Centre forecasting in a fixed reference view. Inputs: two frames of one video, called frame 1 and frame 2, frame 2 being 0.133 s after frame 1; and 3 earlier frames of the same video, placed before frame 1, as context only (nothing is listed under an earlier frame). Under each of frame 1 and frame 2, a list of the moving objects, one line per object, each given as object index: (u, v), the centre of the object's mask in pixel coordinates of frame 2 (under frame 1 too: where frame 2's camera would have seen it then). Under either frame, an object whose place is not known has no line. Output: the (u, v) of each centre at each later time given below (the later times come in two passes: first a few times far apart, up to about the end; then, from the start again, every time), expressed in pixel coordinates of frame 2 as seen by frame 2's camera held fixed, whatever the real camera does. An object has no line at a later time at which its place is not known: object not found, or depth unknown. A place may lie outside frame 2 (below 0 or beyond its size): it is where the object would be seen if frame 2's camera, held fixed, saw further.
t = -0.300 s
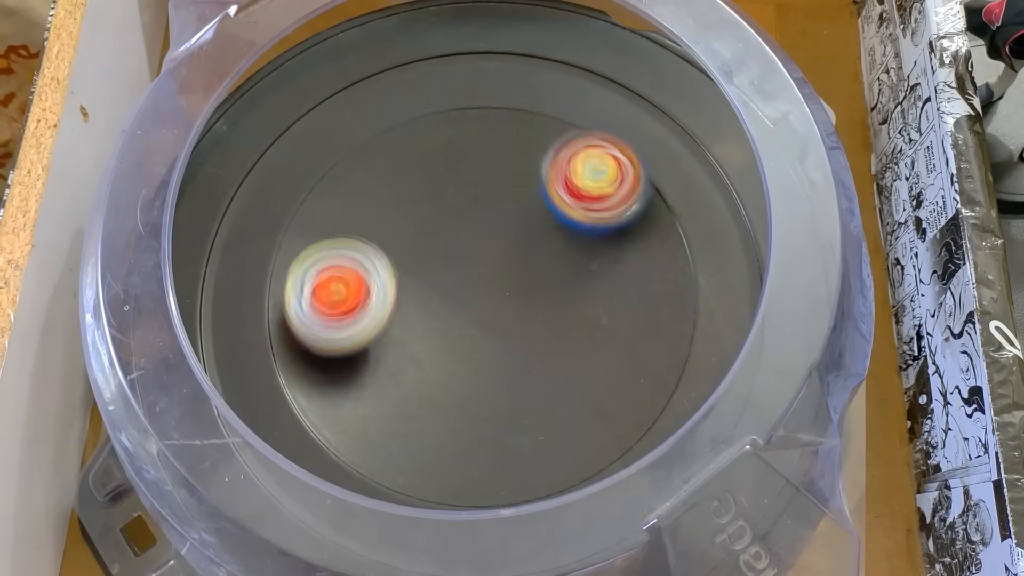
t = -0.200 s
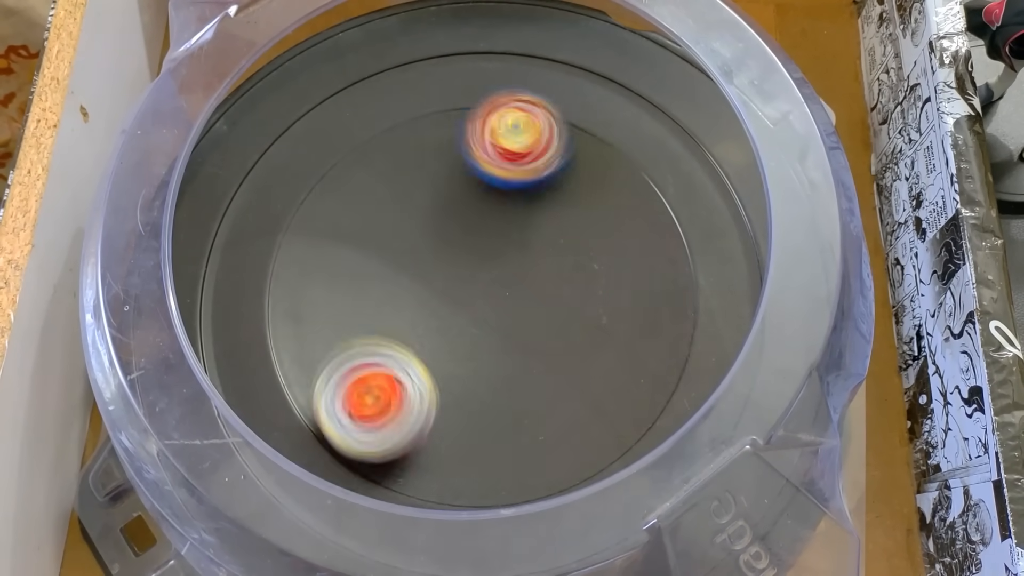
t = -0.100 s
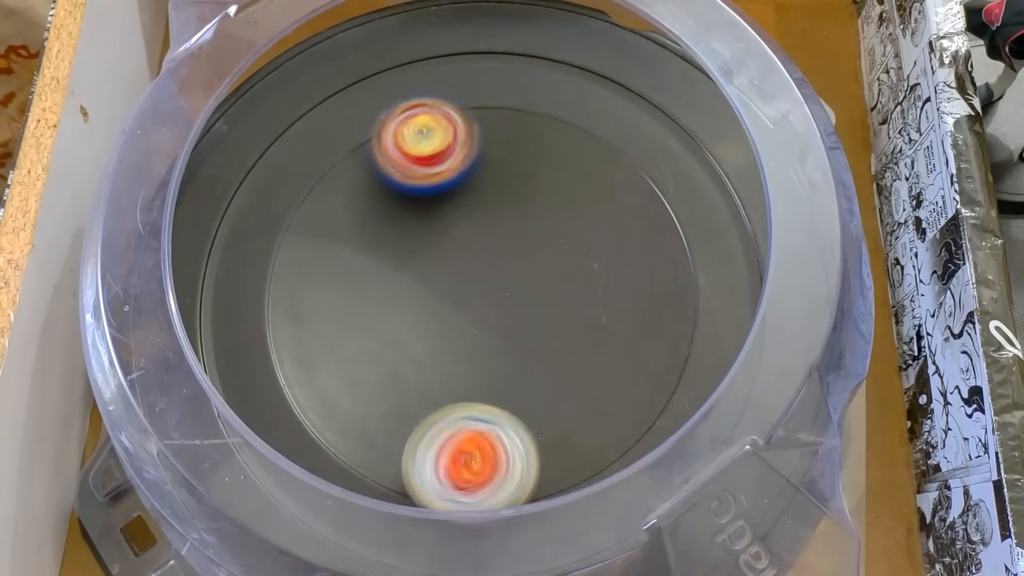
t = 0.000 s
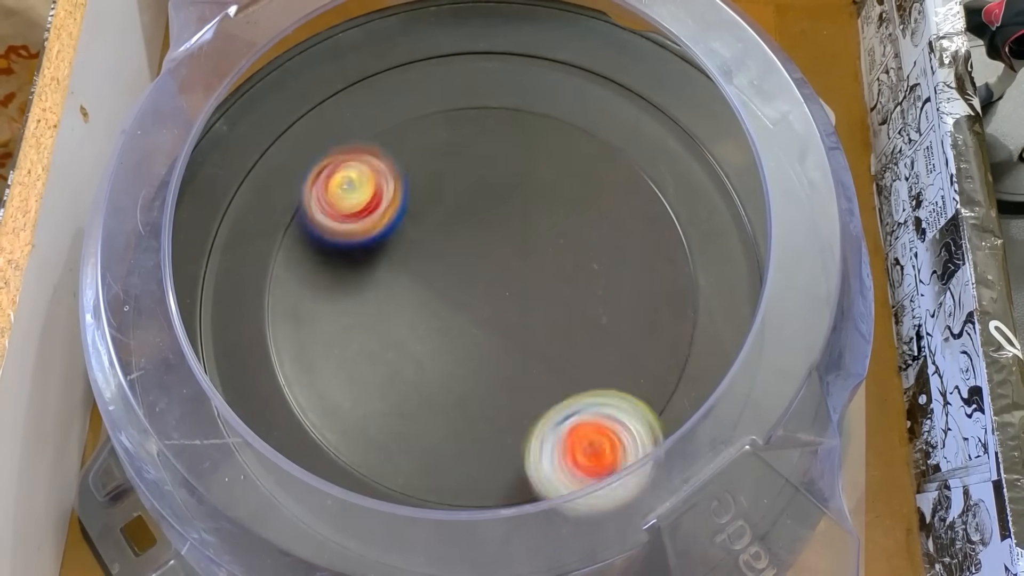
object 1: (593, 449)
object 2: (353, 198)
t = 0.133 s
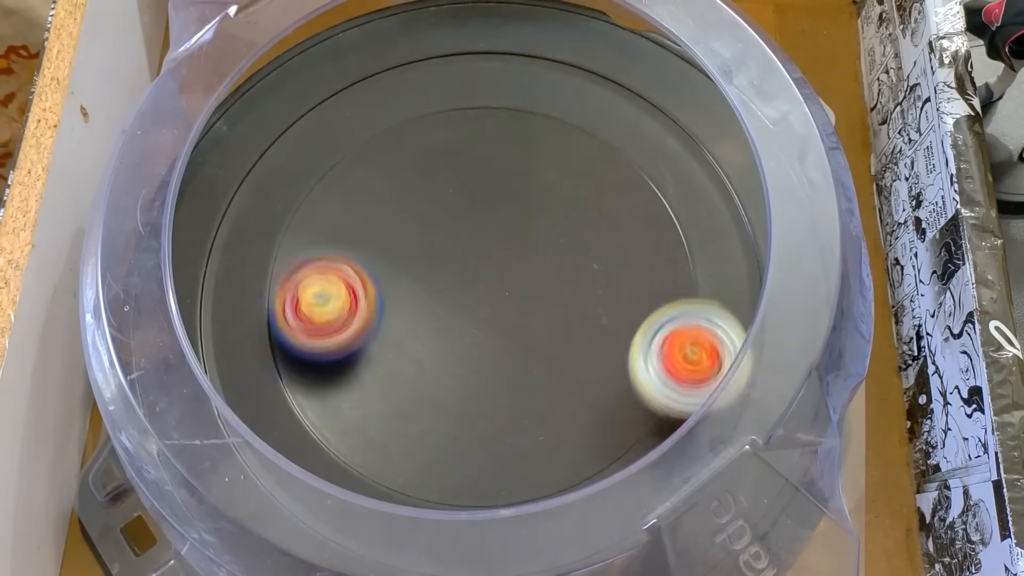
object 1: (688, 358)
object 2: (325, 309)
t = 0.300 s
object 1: (663, 244)
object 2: (424, 420)
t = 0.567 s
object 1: (398, 181)
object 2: (609, 324)
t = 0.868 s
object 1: (331, 432)
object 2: (465, 181)
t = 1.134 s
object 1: (415, 517)
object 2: (367, 320)
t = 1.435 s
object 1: (541, 477)
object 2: (517, 313)
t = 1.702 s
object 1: (612, 241)
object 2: (474, 197)
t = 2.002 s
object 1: (363, 158)
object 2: (383, 303)
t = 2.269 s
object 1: (341, 365)
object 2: (536, 346)
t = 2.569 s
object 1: (615, 311)
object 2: (548, 210)
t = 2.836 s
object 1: (529, 117)
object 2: (415, 268)
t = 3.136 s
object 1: (343, 269)
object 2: (493, 384)
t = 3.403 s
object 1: (517, 425)
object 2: (558, 277)
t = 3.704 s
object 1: (642, 226)
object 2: (411, 247)
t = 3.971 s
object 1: (419, 183)
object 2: (410, 359)
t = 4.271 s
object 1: (354, 404)
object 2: (547, 288)
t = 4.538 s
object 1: (580, 395)
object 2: (470, 200)
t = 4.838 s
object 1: (512, 170)
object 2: (413, 320)
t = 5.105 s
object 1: (318, 226)
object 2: (544, 343)
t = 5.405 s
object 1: (449, 398)
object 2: (527, 228)
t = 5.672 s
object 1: (607, 242)
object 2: (409, 286)
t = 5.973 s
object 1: (431, 154)
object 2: (483, 378)
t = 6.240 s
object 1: (393, 345)
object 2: (536, 268)
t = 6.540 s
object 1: (617, 339)
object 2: (413, 237)
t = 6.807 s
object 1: (537, 194)
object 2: (432, 342)
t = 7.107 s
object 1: (369, 322)
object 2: (555, 289)
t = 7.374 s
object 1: (519, 404)
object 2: (482, 217)
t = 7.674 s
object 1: (517, 207)
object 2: (428, 331)
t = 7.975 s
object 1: (337, 274)
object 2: (542, 337)
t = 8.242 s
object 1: (488, 374)
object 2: (493, 239)
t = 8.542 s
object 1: (546, 186)
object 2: (397, 297)
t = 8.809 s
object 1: (388, 219)
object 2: (492, 347)
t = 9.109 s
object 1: (509, 375)
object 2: (528, 239)
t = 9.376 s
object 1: (599, 242)
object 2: (432, 248)
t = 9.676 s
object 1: (394, 264)
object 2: (487, 355)
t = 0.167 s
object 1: (692, 336)
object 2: (333, 340)
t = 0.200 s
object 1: (694, 320)
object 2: (347, 368)
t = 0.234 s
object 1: (691, 302)
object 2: (366, 389)
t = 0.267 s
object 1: (679, 274)
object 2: (393, 407)
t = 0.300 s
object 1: (663, 244)
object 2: (424, 420)
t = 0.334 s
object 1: (641, 215)
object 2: (455, 426)
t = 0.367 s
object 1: (614, 192)
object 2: (486, 424)
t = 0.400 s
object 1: (582, 174)
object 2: (516, 418)
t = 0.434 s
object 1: (547, 164)
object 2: (543, 407)
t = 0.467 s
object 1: (509, 158)
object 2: (568, 392)
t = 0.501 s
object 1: (471, 160)
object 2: (587, 373)
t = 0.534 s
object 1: (433, 168)
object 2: (601, 350)
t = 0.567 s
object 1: (398, 181)
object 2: (609, 324)
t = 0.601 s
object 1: (367, 198)
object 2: (614, 298)
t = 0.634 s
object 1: (340, 222)
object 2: (612, 272)
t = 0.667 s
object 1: (317, 248)
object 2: (603, 246)
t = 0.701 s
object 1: (301, 279)
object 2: (588, 222)
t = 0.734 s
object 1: (290, 311)
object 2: (569, 202)
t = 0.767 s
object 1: (286, 345)
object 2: (547, 189)
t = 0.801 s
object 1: (291, 380)
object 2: (522, 181)
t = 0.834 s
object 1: (307, 408)
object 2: (494, 179)
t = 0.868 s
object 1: (331, 432)
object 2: (465, 181)
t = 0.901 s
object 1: (345, 467)
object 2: (441, 188)
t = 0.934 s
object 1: (359, 487)
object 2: (418, 199)
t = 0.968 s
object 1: (371, 501)
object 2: (399, 215)
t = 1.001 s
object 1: (382, 511)
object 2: (385, 234)
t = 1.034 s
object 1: (391, 515)
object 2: (374, 254)
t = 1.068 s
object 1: (399, 517)
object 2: (366, 276)
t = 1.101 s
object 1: (408, 518)
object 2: (364, 298)
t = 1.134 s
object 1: (415, 517)
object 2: (367, 320)
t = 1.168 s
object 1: (422, 514)
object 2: (373, 343)
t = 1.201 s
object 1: (430, 509)
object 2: (385, 362)
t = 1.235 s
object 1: (438, 502)
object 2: (400, 378)
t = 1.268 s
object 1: (446, 493)
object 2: (418, 388)
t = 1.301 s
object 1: (458, 486)
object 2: (439, 390)
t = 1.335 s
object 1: (476, 490)
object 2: (460, 374)
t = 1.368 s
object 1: (498, 493)
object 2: (481, 353)
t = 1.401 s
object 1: (520, 489)
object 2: (503, 333)
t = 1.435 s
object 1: (541, 477)
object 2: (517, 313)
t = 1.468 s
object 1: (567, 462)
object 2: (526, 292)
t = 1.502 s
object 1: (592, 438)
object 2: (530, 272)
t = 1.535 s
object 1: (614, 410)
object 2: (528, 254)
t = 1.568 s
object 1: (630, 378)
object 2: (522, 237)
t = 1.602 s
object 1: (637, 342)
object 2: (513, 223)
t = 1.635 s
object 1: (636, 308)
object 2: (502, 211)
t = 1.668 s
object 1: (628, 273)
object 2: (488, 202)
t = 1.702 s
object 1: (612, 241)
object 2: (474, 197)
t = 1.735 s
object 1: (592, 215)
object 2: (459, 193)
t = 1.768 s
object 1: (566, 191)
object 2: (442, 194)
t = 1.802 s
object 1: (537, 174)
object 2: (426, 198)
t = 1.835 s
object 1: (510, 159)
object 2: (408, 209)
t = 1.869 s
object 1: (484, 149)
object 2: (391, 224)
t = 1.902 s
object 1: (454, 143)
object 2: (381, 242)
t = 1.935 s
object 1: (424, 142)
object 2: (377, 261)
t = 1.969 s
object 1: (392, 147)
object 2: (377, 283)
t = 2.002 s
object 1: (363, 158)
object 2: (383, 303)
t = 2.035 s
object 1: (337, 174)
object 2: (393, 321)
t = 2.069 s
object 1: (317, 197)
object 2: (409, 337)
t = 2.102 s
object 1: (303, 222)
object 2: (428, 350)
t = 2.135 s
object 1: (295, 249)
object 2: (449, 358)
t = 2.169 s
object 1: (295, 280)
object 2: (473, 361)
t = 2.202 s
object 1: (302, 311)
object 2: (496, 360)
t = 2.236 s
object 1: (318, 339)
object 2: (517, 355)
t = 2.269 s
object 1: (341, 365)
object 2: (536, 346)
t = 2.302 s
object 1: (370, 385)
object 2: (553, 334)
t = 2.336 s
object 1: (403, 400)
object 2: (565, 319)
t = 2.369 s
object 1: (438, 407)
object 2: (575, 304)
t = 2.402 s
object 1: (476, 406)
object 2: (581, 287)
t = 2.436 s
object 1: (511, 399)
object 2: (583, 270)
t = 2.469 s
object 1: (544, 384)
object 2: (579, 253)
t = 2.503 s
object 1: (572, 365)
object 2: (573, 237)
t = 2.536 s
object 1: (597, 339)
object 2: (563, 222)
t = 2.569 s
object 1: (615, 311)
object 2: (548, 210)
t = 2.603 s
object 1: (626, 279)
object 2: (530, 204)
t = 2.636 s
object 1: (629, 248)
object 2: (511, 202)
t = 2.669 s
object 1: (626, 218)
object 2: (490, 204)
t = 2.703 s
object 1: (619, 190)
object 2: (470, 210)
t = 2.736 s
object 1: (605, 164)
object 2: (453, 220)
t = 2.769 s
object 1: (584, 142)
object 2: (436, 234)
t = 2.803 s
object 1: (558, 127)
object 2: (423, 251)
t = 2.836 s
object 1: (529, 117)
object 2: (415, 268)
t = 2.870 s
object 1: (501, 112)
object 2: (410, 286)
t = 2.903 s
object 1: (471, 114)
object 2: (409, 306)
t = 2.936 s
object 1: (441, 123)
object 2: (412, 323)
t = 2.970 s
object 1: (413, 139)
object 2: (418, 340)
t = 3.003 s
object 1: (390, 157)
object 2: (429, 355)
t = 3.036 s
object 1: (369, 181)
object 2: (442, 367)
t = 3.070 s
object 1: (354, 210)
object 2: (457, 376)
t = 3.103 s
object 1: (346, 239)
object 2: (474, 383)
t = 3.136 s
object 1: (343, 269)
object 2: (493, 384)
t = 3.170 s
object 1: (347, 301)
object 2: (511, 383)
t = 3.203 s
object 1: (357, 333)
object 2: (529, 376)
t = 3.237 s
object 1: (373, 360)
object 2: (545, 366)
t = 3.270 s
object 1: (394, 382)
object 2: (557, 351)
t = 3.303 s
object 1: (421, 402)
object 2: (565, 333)
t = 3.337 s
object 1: (452, 415)
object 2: (567, 315)
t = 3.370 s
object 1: (482, 422)
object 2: (565, 296)
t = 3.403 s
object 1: (517, 425)
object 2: (558, 277)
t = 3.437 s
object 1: (552, 420)
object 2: (548, 261)
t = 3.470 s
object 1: (582, 408)
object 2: (533, 248)
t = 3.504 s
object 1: (610, 391)
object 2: (516, 238)
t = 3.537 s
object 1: (634, 368)
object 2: (499, 231)
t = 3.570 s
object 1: (650, 341)
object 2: (480, 227)
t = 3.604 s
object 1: (659, 312)
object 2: (461, 228)
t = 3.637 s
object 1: (662, 283)
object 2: (443, 231)
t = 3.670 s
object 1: (656, 253)
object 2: (426, 237)
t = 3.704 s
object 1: (642, 226)
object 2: (411, 247)
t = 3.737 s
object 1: (624, 203)
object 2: (399, 258)
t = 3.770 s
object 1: (600, 183)
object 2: (389, 271)
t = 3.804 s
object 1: (571, 170)
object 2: (382, 286)
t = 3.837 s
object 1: (542, 164)
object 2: (379, 301)
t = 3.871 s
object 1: (510, 160)
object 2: (380, 317)
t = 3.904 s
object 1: (478, 163)
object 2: (386, 334)
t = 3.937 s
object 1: (448, 171)
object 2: (395, 348)
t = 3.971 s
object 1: (419, 183)
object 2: (410, 359)
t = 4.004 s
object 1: (391, 200)
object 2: (428, 366)
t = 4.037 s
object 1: (371, 220)
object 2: (448, 369)
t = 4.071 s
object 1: (351, 243)
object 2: (469, 367)
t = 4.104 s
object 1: (338, 270)
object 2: (490, 361)
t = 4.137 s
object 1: (330, 297)
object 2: (508, 352)
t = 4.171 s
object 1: (327, 324)
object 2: (524, 338)
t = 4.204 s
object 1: (330, 354)
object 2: (535, 322)
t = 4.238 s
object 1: (339, 380)
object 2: (543, 305)
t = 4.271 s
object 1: (354, 404)
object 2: (547, 288)
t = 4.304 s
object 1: (378, 425)
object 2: (547, 270)
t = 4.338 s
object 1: (403, 441)
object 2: (544, 254)
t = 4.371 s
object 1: (434, 451)
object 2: (537, 239)
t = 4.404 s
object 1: (464, 452)
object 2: (527, 226)
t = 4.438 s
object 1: (498, 449)
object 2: (516, 215)
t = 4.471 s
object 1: (530, 437)
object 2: (502, 207)
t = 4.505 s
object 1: (557, 419)
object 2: (486, 202)
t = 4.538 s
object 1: (580, 395)
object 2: (470, 200)
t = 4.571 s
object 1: (596, 367)
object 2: (453, 203)
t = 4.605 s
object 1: (605, 337)
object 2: (436, 209)
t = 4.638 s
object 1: (609, 306)
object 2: (422, 219)
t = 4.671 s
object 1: (604, 277)
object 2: (411, 232)
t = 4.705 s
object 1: (595, 248)
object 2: (403, 249)
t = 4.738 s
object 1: (580, 222)
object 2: (399, 267)
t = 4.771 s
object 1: (560, 201)
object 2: (400, 285)
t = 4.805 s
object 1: (538, 182)
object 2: (405, 303)
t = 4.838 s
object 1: (512, 170)
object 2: (413, 320)
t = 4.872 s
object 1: (485, 161)
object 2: (425, 335)
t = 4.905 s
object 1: (456, 157)
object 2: (442, 347)
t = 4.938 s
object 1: (429, 158)
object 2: (459, 355)
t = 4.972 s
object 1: (402, 163)
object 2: (476, 360)
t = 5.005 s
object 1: (375, 172)
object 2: (495, 361)
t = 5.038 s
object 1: (353, 186)
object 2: (513, 358)
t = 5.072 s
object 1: (333, 205)
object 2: (530, 352)
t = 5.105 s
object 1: (318, 226)
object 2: (544, 343)
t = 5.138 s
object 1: (309, 250)
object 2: (557, 331)
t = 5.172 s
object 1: (306, 277)
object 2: (565, 319)
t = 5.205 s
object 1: (310, 304)
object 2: (572, 304)
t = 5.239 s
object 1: (321, 331)
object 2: (574, 288)
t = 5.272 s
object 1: (336, 354)
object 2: (573, 273)
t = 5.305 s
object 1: (361, 374)
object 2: (567, 258)
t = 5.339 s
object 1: (388, 387)
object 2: (557, 245)
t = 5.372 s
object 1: (419, 396)
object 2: (543, 235)
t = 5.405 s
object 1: (449, 398)
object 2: (527, 228)
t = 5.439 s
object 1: (484, 395)
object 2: (509, 224)
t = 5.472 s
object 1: (514, 385)
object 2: (489, 224)
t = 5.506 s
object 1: (544, 371)
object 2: (471, 227)
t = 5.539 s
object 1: (567, 349)
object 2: (454, 235)
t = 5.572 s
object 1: (586, 326)
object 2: (438, 245)
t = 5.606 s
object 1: (600, 298)
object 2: (424, 257)
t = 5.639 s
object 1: (607, 271)
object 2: (414, 271)
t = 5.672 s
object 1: (607, 242)
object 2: (409, 286)
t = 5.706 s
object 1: (602, 218)
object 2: (405, 302)
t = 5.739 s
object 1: (593, 193)
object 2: (405, 317)
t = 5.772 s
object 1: (577, 174)
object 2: (407, 330)
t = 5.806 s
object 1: (558, 159)
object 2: (413, 345)
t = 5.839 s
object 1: (535, 147)
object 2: (420, 358)
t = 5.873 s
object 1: (509, 139)
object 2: (431, 368)
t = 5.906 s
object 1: (481, 138)
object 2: (446, 376)
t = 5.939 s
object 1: (456, 143)
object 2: (465, 380)
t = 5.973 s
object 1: (431, 154)
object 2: (483, 378)
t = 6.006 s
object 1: (408, 168)
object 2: (501, 373)
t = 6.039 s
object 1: (390, 188)
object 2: (518, 364)
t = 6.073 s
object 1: (377, 212)
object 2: (529, 350)
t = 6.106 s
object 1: (369, 238)
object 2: (538, 335)
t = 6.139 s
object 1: (366, 265)
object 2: (543, 317)
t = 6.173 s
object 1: (369, 292)
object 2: (544, 301)
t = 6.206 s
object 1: (378, 319)
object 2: (542, 284)
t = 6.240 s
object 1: (393, 345)
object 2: (536, 268)
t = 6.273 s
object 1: (412, 365)
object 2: (528, 254)
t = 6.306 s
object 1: (437, 380)
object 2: (516, 241)
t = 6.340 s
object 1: (464, 392)
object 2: (503, 232)
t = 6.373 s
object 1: (493, 397)
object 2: (488, 225)
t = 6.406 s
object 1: (524, 397)
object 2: (471, 221)
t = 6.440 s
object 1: (552, 390)
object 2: (455, 222)
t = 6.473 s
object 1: (579, 378)
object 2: (441, 225)
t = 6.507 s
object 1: (599, 361)
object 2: (426, 229)
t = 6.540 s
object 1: (617, 339)
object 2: (413, 237)
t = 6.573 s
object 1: (627, 316)
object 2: (402, 246)
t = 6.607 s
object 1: (631, 291)
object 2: (394, 260)
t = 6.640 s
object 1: (628, 267)
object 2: (390, 275)
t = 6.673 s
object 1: (618, 245)
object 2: (391, 291)
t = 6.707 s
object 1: (604, 225)
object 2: (396, 307)
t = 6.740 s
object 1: (584, 210)
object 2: (406, 322)
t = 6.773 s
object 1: (562, 199)
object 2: (417, 332)
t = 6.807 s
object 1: (537, 194)
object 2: (432, 342)
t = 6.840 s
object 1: (512, 192)
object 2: (449, 348)
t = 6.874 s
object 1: (484, 194)
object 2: (467, 352)
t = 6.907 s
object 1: (456, 202)
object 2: (486, 350)
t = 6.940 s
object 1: (431, 213)
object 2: (504, 346)
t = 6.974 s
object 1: (409, 229)
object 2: (519, 337)
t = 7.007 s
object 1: (391, 250)
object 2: (532, 327)
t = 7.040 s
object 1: (378, 273)
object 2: (542, 315)
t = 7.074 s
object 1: (371, 297)
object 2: (549, 303)
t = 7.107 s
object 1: (369, 322)
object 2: (555, 289)
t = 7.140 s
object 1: (371, 347)
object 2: (556, 273)
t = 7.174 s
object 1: (380, 369)
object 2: (555, 259)
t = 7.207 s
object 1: (397, 388)
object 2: (549, 245)
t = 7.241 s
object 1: (418, 403)
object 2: (539, 233)
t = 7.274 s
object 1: (441, 413)
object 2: (527, 225)
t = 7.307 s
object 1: (468, 417)
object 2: (514, 220)
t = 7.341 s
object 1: (494, 414)
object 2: (499, 217)
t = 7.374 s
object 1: (519, 404)
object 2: (482, 217)
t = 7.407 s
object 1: (542, 389)
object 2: (465, 223)
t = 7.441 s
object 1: (560, 369)
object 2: (450, 232)
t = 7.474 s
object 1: (573, 344)
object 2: (438, 244)
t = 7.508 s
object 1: (578, 318)
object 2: (429, 258)
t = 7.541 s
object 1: (577, 290)
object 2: (423, 271)
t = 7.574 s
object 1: (570, 265)
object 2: (419, 286)
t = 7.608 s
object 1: (557, 243)
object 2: (418, 302)
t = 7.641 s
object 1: (538, 222)
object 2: (421, 318)
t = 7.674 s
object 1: (517, 207)
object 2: (428, 331)
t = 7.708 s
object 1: (492, 197)
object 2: (437, 342)
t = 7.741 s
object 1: (466, 191)
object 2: (447, 352)
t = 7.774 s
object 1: (440, 190)
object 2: (459, 360)
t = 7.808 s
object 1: (414, 194)
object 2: (473, 366)
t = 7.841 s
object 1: (390, 203)
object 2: (490, 368)
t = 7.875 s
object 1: (371, 215)
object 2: (507, 365)
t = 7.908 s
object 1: (354, 233)
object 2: (520, 357)
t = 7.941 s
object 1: (343, 253)
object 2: (532, 348)
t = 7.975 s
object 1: (337, 274)
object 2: (542, 337)
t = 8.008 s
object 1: (338, 296)
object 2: (549, 322)
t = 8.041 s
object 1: (346, 318)
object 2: (552, 307)
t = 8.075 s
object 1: (358, 338)
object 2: (549, 291)
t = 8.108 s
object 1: (377, 357)
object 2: (542, 276)
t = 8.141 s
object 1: (401, 369)
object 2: (533, 264)
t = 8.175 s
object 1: (430, 377)
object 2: (523, 254)
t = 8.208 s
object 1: (459, 379)
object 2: (509, 245)
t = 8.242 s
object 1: (488, 374)
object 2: (493, 239)
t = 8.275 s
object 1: (514, 363)
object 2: (477, 236)
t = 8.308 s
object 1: (538, 345)
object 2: (462, 238)
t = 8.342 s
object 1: (556, 325)
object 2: (449, 240)
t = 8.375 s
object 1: (568, 301)
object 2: (435, 244)
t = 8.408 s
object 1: (575, 275)
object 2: (422, 251)
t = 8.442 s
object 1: (576, 250)
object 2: (410, 262)
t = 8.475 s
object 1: (571, 226)
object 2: (404, 274)
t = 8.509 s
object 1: (561, 203)
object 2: (400, 285)
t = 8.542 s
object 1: (546, 186)
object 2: (397, 297)
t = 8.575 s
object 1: (527, 172)
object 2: (398, 311)
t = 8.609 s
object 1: (505, 163)
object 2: (405, 325)
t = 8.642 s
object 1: (482, 159)
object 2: (415, 337)
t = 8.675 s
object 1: (460, 161)
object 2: (426, 343)
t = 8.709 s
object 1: (437, 169)
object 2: (440, 350)
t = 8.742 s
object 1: (417, 182)
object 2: (458, 354)
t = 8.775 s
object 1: (401, 199)
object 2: (476, 353)
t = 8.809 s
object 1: (388, 219)
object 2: (492, 347)
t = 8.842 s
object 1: (382, 243)
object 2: (505, 339)
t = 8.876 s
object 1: (381, 268)
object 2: (518, 330)
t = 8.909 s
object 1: (385, 292)
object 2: (529, 319)
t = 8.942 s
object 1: (396, 317)
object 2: (536, 305)
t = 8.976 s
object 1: (411, 338)
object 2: (539, 290)
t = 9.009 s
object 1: (431, 354)
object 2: (540, 277)
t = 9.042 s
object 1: (455, 367)
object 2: (539, 264)
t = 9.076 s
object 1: (482, 374)
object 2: (536, 252)
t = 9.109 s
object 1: (509, 375)
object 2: (528, 239)
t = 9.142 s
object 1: (534, 370)
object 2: (518, 230)
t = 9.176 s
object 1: (559, 361)
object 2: (507, 224)
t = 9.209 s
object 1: (579, 346)
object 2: (494, 220)
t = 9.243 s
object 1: (595, 327)
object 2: (479, 219)
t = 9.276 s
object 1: (605, 306)
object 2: (465, 221)
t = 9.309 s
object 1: (610, 285)
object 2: (453, 229)
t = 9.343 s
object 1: (608, 262)
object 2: (442, 237)
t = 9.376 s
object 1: (599, 242)
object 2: (432, 248)
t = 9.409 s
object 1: (586, 224)
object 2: (425, 262)
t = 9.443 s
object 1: (568, 210)
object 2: (422, 278)
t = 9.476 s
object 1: (545, 200)
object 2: (423, 290)
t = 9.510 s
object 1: (520, 196)
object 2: (424, 304)
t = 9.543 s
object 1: (494, 197)
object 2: (430, 318)
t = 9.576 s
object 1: (469, 202)
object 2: (440, 329)
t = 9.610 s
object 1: (446, 212)
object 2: (448, 337)
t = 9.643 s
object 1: (407, 244)
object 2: (472, 352)
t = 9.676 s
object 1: (394, 264)
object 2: (487, 355)
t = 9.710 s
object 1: (386, 287)
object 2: (502, 353)
